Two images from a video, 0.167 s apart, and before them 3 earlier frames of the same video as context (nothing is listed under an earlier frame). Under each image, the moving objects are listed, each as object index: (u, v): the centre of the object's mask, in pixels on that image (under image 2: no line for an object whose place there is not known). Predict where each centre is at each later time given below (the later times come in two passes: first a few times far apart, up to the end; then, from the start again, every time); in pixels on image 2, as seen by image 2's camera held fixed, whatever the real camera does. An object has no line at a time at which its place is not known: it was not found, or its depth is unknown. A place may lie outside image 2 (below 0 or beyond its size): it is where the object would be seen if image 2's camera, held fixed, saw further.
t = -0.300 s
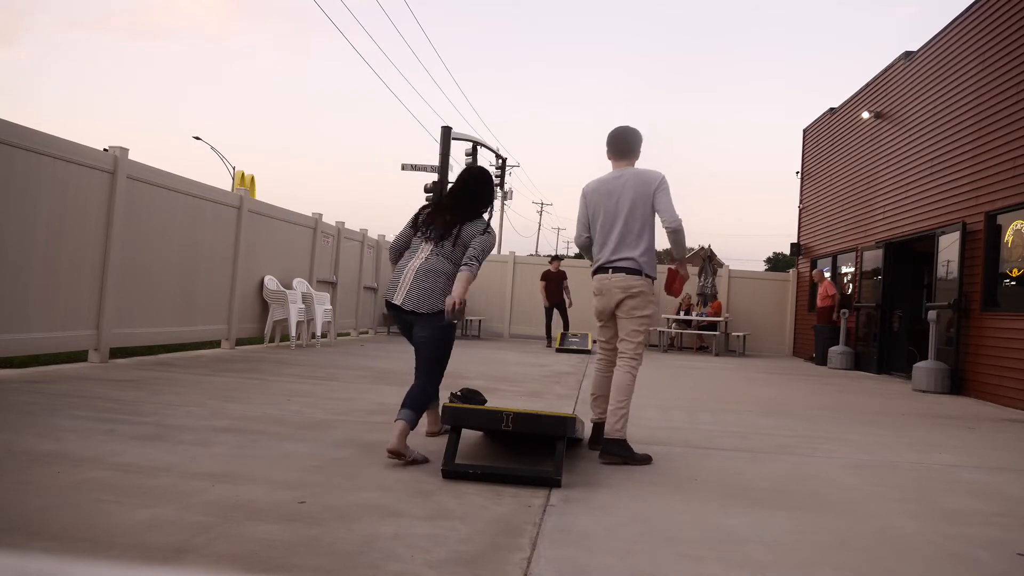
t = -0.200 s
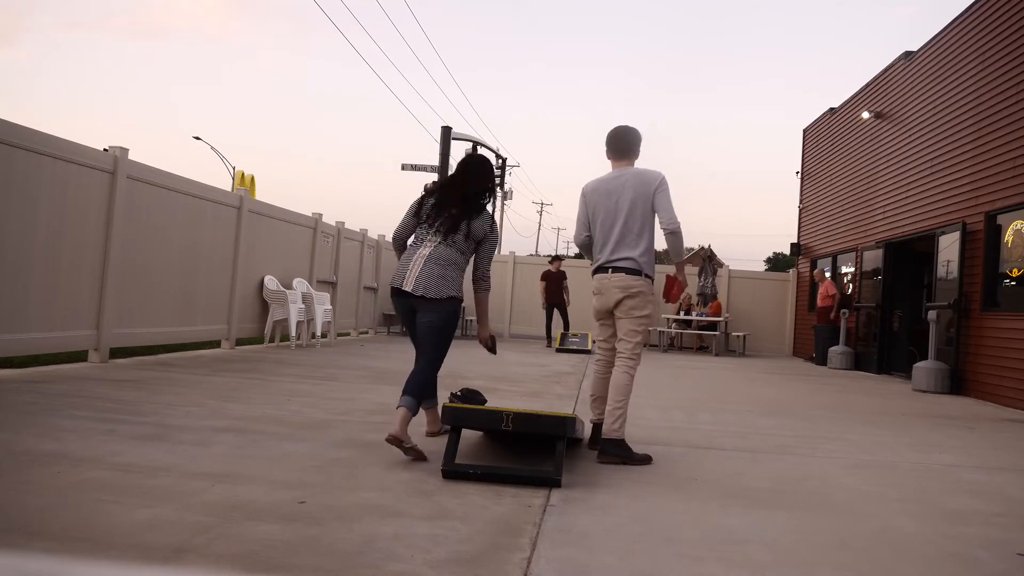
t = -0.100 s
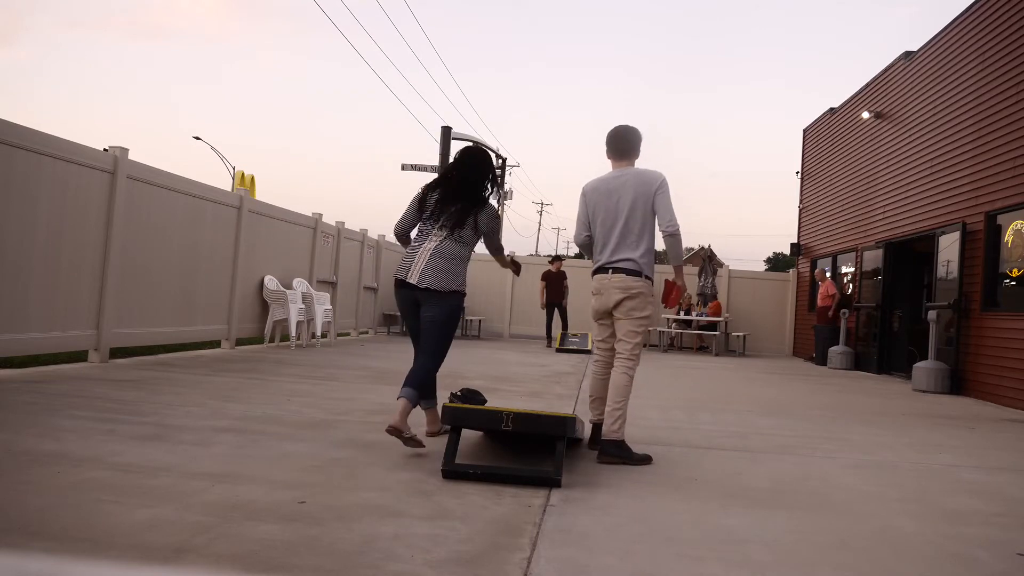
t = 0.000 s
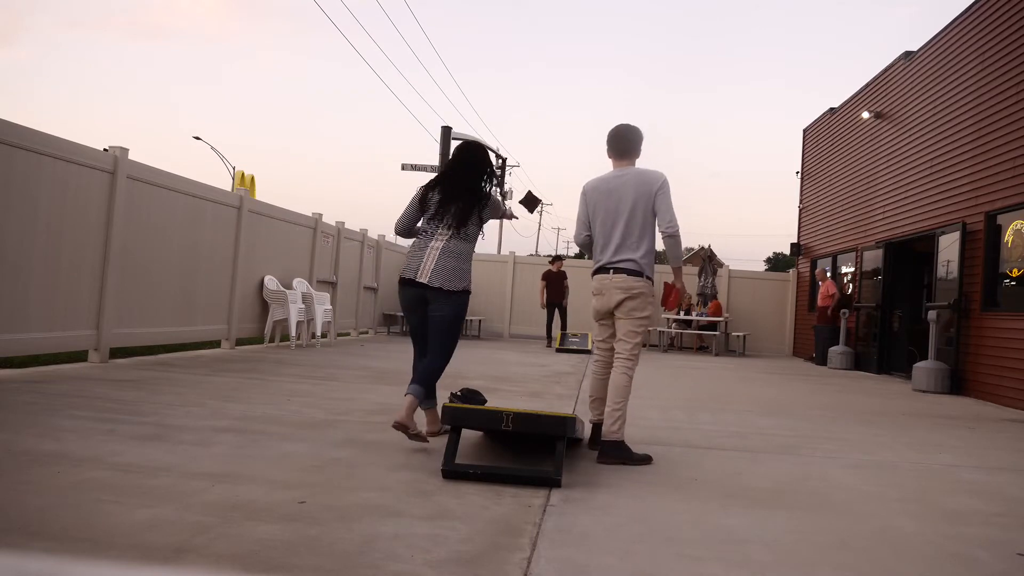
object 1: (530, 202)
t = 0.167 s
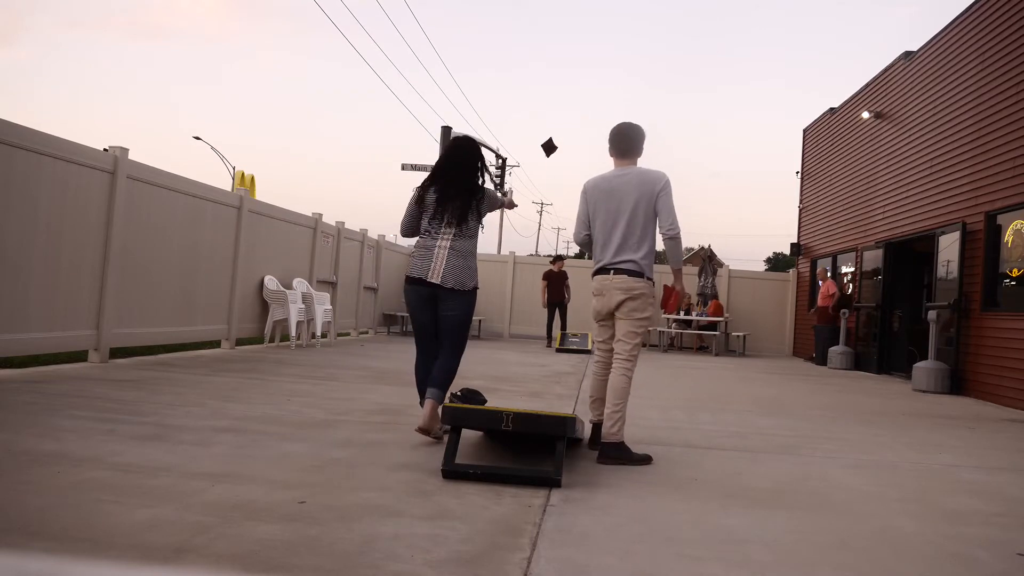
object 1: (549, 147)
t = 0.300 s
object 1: (560, 131)
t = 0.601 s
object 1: (576, 161)
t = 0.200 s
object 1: (552, 139)
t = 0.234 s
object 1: (555, 135)
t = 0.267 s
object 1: (558, 132)
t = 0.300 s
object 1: (560, 131)
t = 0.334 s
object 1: (563, 131)
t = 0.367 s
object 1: (565, 131)
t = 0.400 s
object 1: (567, 133)
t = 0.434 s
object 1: (569, 136)
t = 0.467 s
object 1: (570, 140)
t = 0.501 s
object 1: (572, 144)
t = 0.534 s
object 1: (573, 149)
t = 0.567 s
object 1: (575, 154)
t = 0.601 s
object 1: (576, 161)
